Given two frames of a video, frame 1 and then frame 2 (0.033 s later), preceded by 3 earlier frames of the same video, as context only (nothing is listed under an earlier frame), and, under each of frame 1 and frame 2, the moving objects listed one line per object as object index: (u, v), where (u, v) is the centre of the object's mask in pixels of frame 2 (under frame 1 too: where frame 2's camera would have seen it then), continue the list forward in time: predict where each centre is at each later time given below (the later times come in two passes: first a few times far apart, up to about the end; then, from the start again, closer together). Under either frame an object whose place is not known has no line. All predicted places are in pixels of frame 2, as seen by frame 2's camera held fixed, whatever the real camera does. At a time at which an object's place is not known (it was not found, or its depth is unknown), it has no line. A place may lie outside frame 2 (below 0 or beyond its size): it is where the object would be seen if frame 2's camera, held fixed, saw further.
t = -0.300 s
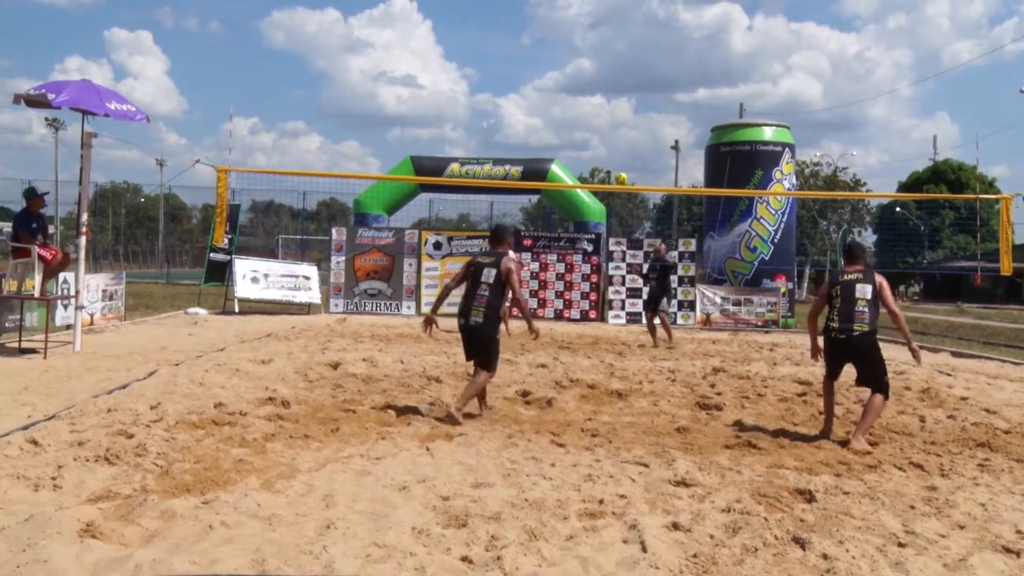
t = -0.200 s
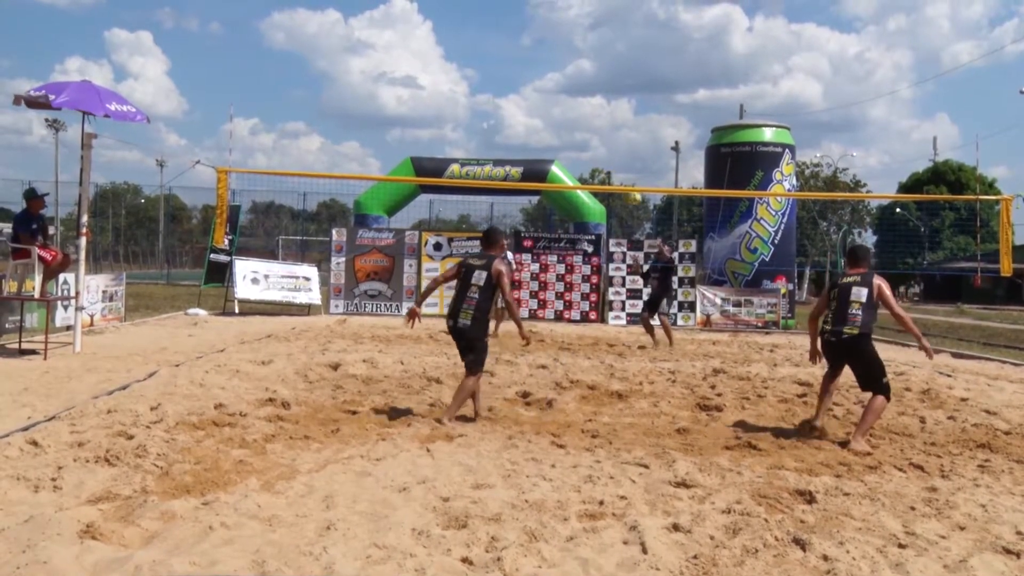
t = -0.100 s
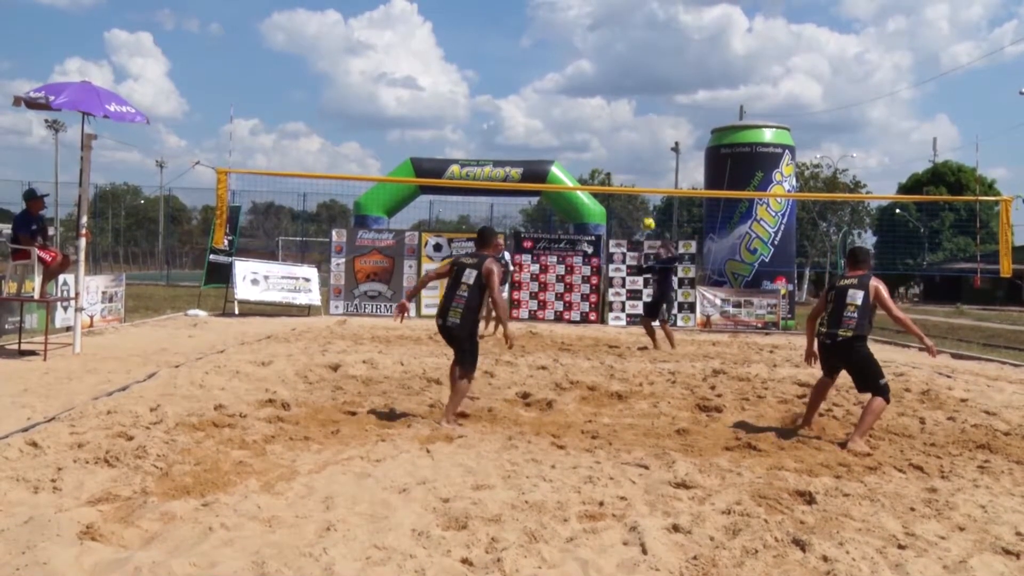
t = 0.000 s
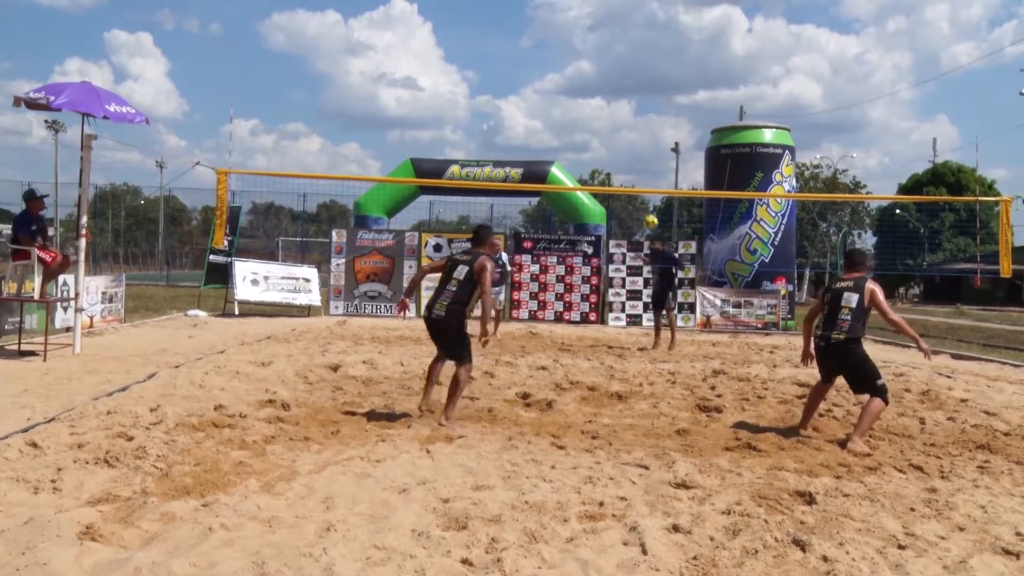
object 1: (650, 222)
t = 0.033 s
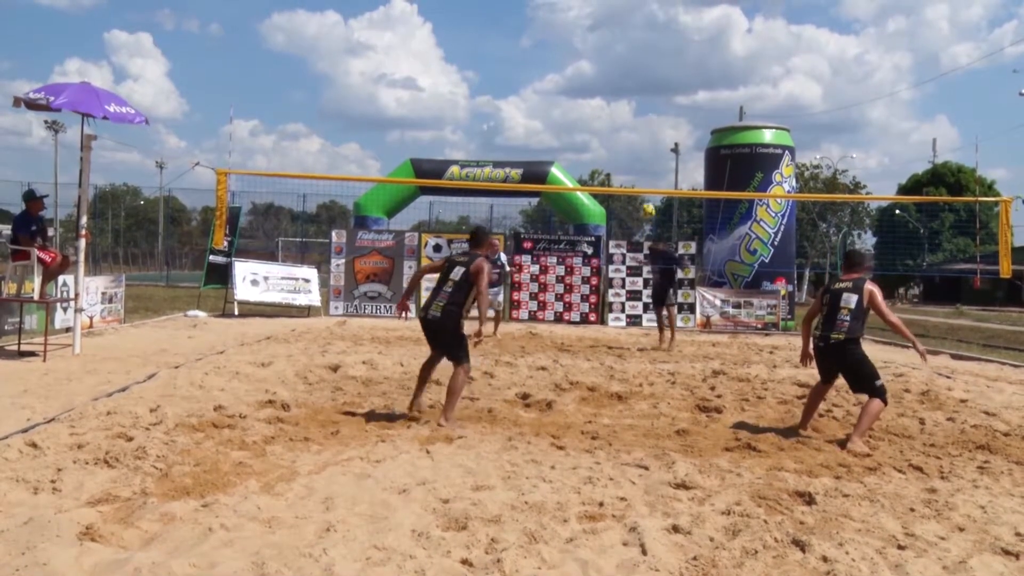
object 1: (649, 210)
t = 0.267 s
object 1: (624, 139)
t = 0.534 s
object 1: (585, 89)
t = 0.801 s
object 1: (523, 94)
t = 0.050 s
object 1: (647, 205)
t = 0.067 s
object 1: (645, 199)
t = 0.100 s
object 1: (641, 184)
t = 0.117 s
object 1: (640, 182)
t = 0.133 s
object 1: (639, 177)
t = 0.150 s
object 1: (637, 172)
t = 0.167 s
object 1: (635, 166)
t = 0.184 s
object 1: (633, 162)
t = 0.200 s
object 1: (632, 157)
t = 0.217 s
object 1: (630, 152)
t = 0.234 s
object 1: (628, 147)
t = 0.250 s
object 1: (625, 143)
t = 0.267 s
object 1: (624, 139)
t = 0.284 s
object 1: (622, 134)
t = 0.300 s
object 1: (620, 130)
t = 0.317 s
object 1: (618, 126)
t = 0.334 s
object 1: (615, 122)
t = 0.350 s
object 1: (614, 119)
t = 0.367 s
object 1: (611, 116)
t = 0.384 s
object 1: (609, 112)
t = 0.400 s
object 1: (607, 109)
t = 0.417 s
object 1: (604, 105)
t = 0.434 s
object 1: (601, 102)
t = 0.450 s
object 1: (599, 100)
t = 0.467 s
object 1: (596, 97)
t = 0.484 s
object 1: (593, 95)
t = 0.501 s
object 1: (591, 93)
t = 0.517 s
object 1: (587, 90)
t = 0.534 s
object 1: (585, 89)
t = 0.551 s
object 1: (581, 87)
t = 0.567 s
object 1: (579, 86)
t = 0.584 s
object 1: (575, 84)
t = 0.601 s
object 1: (572, 83)
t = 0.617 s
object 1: (568, 83)
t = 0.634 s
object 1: (564, 82)
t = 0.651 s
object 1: (561, 82)
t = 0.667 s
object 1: (557, 82)
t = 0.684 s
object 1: (553, 83)
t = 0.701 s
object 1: (549, 83)
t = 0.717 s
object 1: (545, 84)
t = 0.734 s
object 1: (541, 85)
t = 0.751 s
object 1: (536, 86)
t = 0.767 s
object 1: (532, 88)
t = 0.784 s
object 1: (527, 91)
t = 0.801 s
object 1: (523, 94)
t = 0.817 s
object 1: (518, 96)
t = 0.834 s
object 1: (513, 99)
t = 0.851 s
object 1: (508, 103)
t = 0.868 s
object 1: (502, 108)
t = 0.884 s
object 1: (497, 112)
